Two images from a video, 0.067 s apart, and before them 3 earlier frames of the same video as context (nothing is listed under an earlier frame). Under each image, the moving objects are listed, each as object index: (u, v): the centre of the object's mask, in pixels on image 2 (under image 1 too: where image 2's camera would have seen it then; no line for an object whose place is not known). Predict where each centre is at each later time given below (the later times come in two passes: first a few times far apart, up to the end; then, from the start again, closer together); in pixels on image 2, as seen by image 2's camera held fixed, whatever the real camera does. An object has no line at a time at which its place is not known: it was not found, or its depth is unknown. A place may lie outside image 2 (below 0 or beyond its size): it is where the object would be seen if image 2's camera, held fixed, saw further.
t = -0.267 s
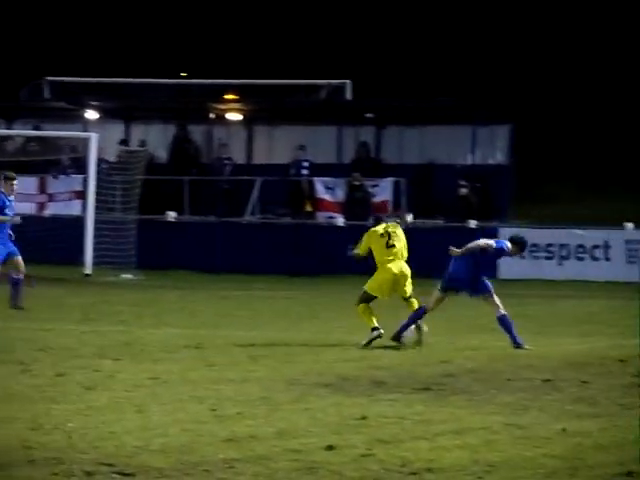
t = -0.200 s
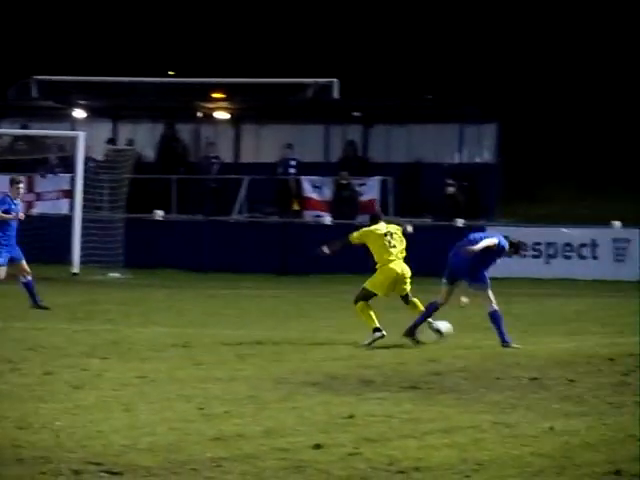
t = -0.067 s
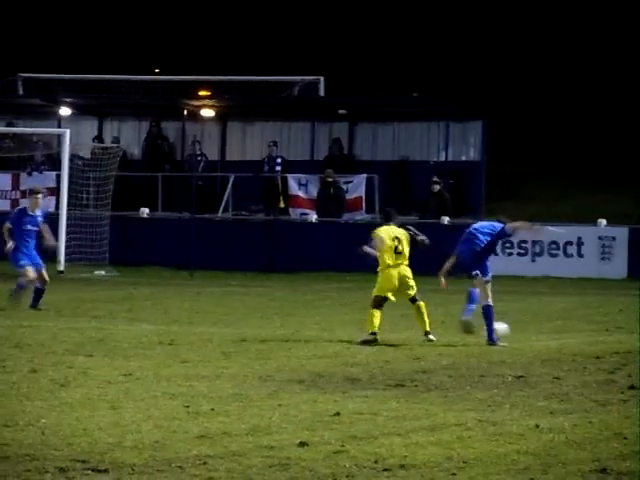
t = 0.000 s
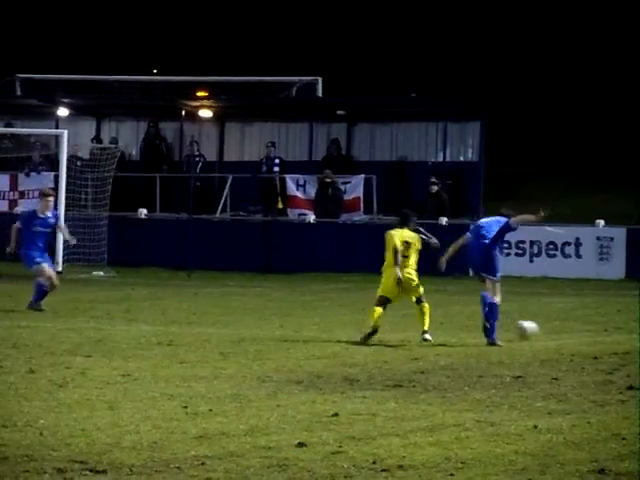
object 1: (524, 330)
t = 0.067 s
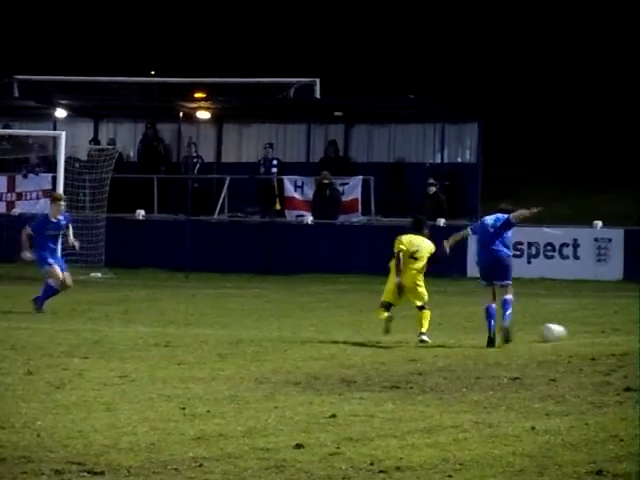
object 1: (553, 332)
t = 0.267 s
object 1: (628, 330)
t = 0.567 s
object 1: (709, 332)
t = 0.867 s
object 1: (775, 333)
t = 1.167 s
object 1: (831, 334)
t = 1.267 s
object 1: (848, 334)
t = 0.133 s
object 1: (580, 329)
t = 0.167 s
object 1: (593, 329)
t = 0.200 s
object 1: (606, 330)
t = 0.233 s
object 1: (617, 331)
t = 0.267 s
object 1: (628, 330)
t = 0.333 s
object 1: (647, 329)
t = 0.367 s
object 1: (654, 329)
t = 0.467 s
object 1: (682, 329)
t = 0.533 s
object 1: (703, 331)
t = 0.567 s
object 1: (709, 332)
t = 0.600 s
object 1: (716, 333)
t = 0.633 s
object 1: (723, 333)
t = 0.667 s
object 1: (731, 333)
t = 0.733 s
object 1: (747, 333)
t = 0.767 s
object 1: (754, 333)
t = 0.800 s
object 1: (759, 333)
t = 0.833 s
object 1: (766, 333)
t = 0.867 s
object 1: (775, 333)
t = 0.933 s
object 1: (788, 333)
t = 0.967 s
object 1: (792, 334)
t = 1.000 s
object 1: (799, 333)
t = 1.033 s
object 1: (806, 334)
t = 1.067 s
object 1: (811, 334)
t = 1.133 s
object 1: (824, 334)
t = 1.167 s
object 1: (831, 334)
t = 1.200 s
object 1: (837, 334)
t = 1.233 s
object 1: (844, 334)
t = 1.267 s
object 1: (848, 334)
